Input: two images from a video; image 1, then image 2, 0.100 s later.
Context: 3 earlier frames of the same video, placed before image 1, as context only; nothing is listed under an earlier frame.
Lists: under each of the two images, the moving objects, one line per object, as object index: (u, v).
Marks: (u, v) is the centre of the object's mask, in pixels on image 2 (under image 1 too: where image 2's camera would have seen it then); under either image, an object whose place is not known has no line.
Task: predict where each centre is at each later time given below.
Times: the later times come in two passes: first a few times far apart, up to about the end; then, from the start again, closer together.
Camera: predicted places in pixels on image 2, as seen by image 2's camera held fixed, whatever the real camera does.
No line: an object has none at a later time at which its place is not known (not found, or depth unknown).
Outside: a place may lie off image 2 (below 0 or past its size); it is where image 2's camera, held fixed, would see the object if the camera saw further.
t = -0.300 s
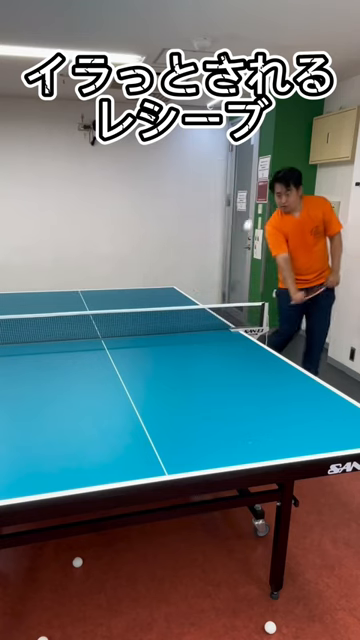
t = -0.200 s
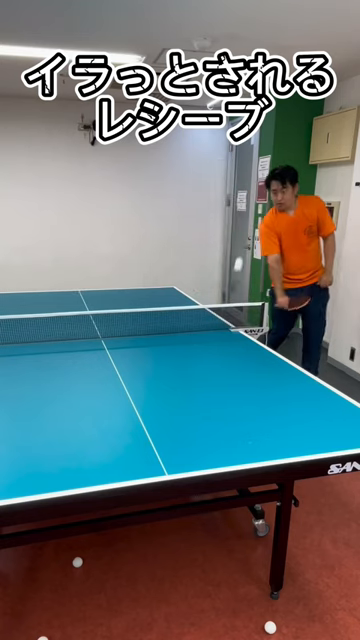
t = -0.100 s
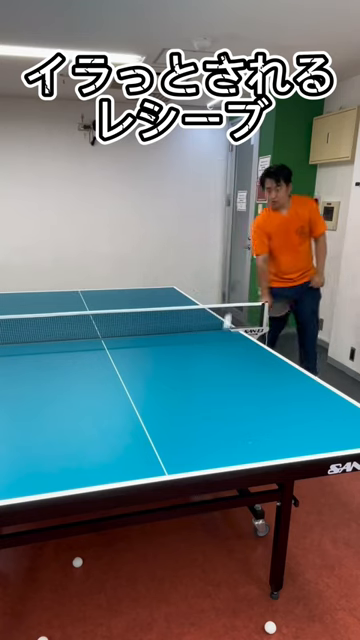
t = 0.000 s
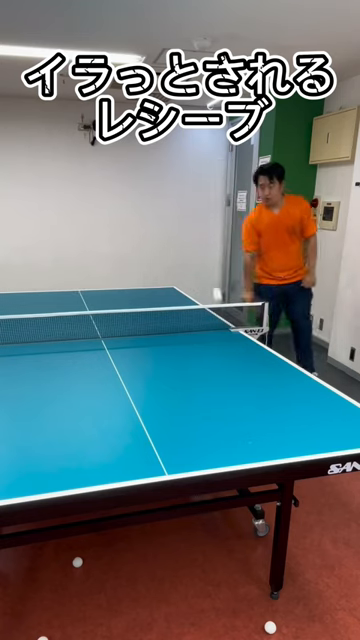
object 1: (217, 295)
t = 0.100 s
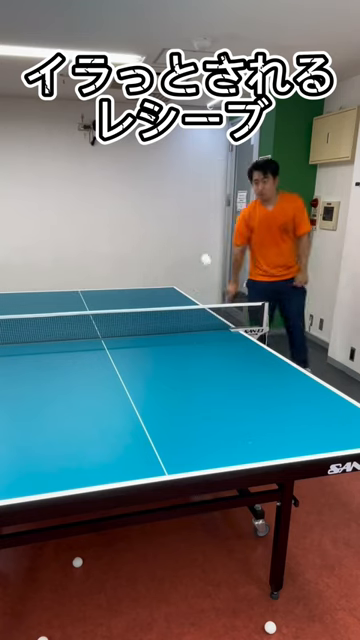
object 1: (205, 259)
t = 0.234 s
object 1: (188, 244)
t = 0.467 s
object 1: (159, 310)
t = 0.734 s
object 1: (122, 270)
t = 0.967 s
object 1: (97, 293)
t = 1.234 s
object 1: (69, 275)
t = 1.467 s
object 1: (53, 286)
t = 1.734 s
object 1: (34, 267)
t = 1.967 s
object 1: (26, 291)
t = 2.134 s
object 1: (14, 264)
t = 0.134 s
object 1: (201, 251)
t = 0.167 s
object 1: (197, 246)
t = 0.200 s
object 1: (193, 244)
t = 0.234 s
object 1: (188, 244)
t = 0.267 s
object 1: (184, 246)
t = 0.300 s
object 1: (180, 251)
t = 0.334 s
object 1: (175, 258)
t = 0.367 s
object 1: (171, 269)
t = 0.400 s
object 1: (167, 280)
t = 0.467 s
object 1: (159, 310)
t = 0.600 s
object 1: (141, 310)
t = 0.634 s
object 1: (136, 297)
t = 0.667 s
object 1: (132, 285)
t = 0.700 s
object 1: (127, 276)
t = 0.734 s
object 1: (122, 270)
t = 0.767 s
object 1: (118, 267)
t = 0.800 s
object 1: (114, 266)
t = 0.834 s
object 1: (110, 267)
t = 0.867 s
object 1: (107, 270)
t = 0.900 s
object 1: (103, 275)
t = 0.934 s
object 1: (100, 282)
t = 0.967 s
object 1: (97, 293)
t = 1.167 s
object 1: (76, 290)
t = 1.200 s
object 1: (72, 281)
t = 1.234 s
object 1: (69, 275)
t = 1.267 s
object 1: (67, 271)
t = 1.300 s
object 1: (64, 269)
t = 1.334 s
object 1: (61, 269)
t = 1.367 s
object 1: (59, 270)
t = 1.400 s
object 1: (58, 273)
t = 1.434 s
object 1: (55, 279)
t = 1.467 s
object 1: (53, 286)
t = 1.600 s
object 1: (45, 292)
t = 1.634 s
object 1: (42, 281)
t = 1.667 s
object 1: (39, 275)
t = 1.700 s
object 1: (36, 270)
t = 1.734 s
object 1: (34, 267)
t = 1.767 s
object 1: (33, 266)
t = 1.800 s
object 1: (30, 266)
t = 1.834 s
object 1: (28, 268)
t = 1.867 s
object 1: (28, 271)
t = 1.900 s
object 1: (26, 276)
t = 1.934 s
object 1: (26, 283)
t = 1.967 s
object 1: (26, 291)
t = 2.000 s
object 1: (23, 287)
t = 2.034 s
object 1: (20, 279)
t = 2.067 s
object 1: (18, 273)
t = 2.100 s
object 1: (16, 267)
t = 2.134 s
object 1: (14, 264)
